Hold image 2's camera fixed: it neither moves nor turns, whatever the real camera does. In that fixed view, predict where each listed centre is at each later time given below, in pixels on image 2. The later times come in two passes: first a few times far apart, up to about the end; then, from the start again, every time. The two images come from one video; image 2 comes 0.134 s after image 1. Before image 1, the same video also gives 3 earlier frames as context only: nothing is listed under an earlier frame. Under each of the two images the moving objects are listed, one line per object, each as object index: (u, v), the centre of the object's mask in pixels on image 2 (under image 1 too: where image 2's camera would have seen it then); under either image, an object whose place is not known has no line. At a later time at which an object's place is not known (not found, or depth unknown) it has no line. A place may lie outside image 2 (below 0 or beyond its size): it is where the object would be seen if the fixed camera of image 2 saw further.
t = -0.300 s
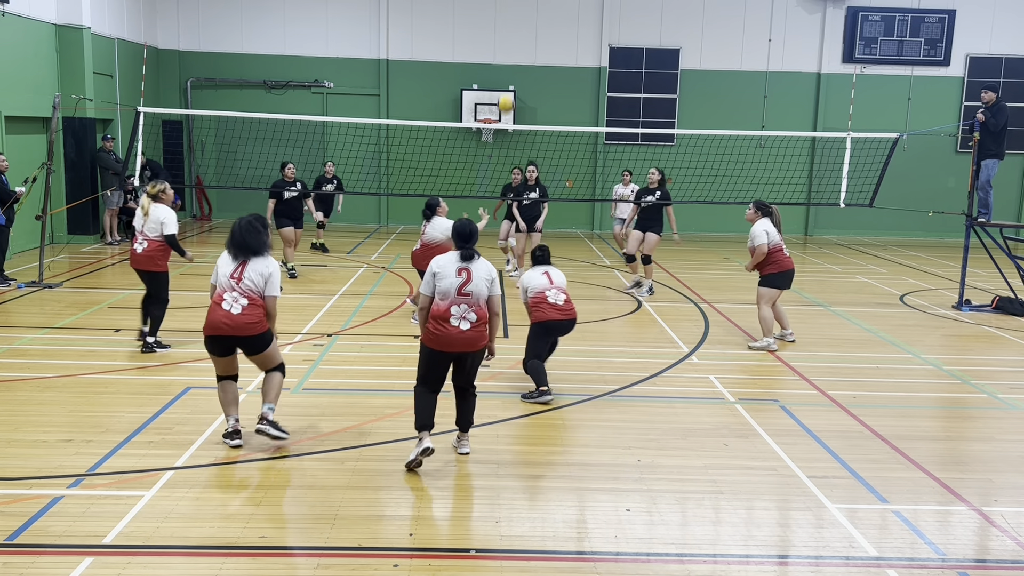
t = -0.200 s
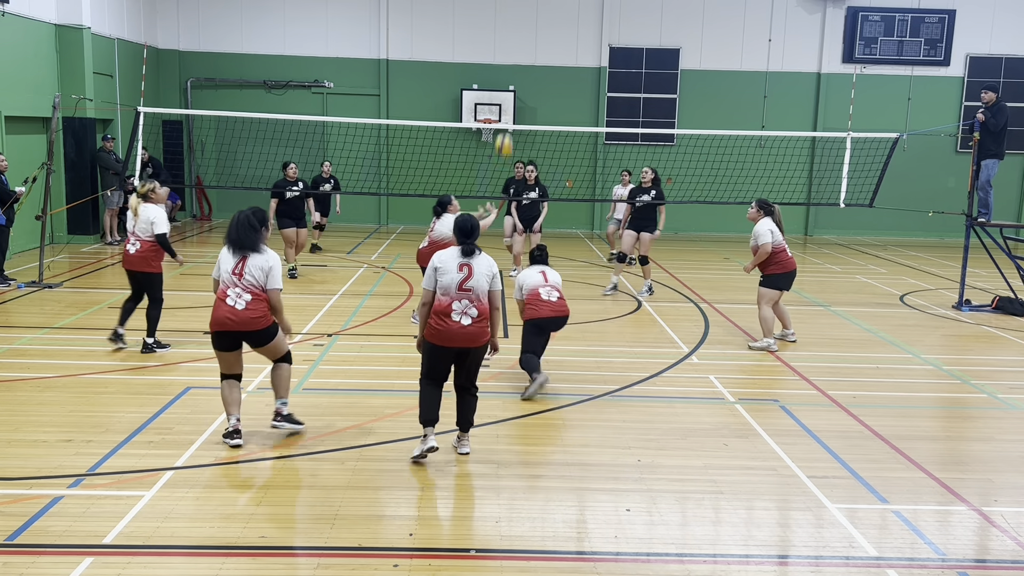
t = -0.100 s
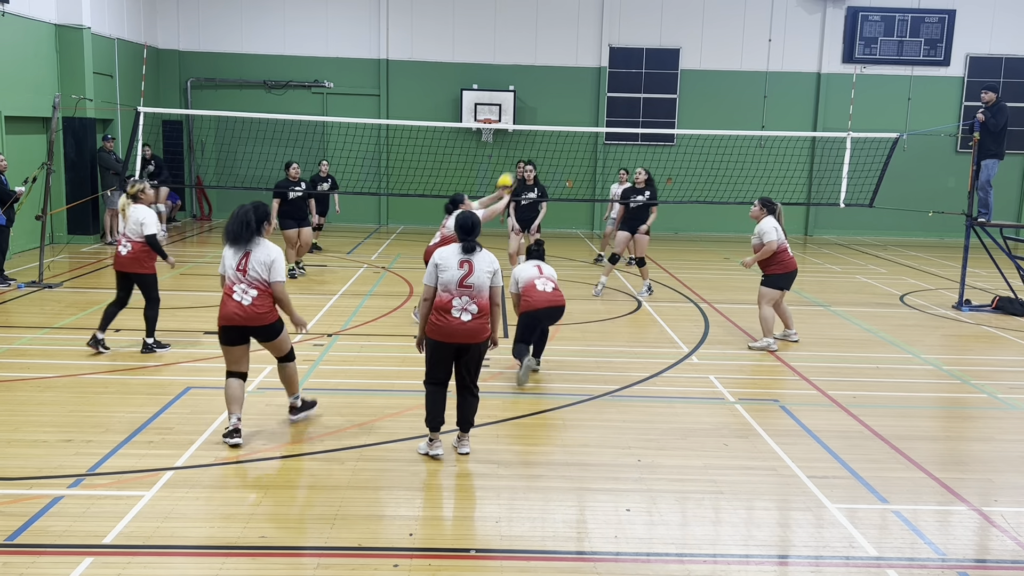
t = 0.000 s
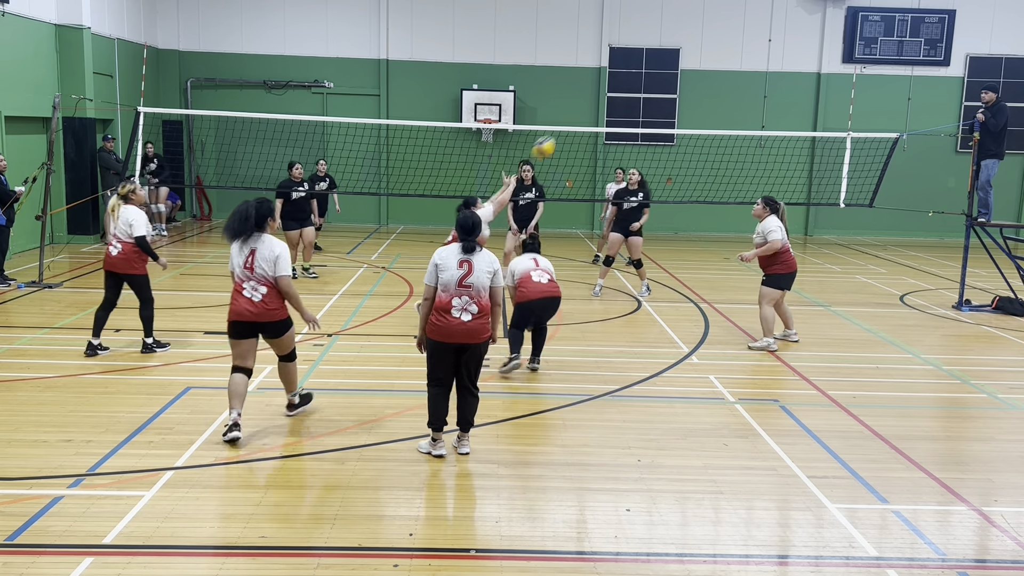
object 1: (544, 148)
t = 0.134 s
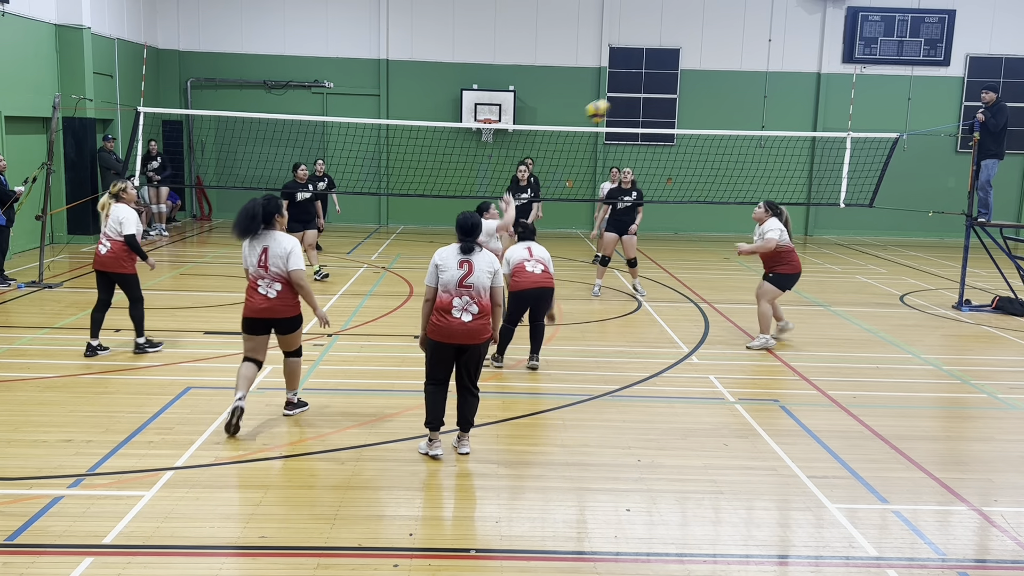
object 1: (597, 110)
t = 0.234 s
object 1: (639, 92)
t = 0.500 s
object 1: (752, 93)
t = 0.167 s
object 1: (611, 103)
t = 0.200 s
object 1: (625, 98)
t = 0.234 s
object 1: (639, 92)
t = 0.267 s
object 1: (654, 88)
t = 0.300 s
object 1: (668, 85)
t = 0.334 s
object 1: (682, 84)
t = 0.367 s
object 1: (696, 83)
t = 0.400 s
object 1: (710, 83)
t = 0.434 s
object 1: (724, 86)
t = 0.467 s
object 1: (739, 89)
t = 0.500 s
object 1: (752, 93)
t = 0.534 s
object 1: (767, 98)
